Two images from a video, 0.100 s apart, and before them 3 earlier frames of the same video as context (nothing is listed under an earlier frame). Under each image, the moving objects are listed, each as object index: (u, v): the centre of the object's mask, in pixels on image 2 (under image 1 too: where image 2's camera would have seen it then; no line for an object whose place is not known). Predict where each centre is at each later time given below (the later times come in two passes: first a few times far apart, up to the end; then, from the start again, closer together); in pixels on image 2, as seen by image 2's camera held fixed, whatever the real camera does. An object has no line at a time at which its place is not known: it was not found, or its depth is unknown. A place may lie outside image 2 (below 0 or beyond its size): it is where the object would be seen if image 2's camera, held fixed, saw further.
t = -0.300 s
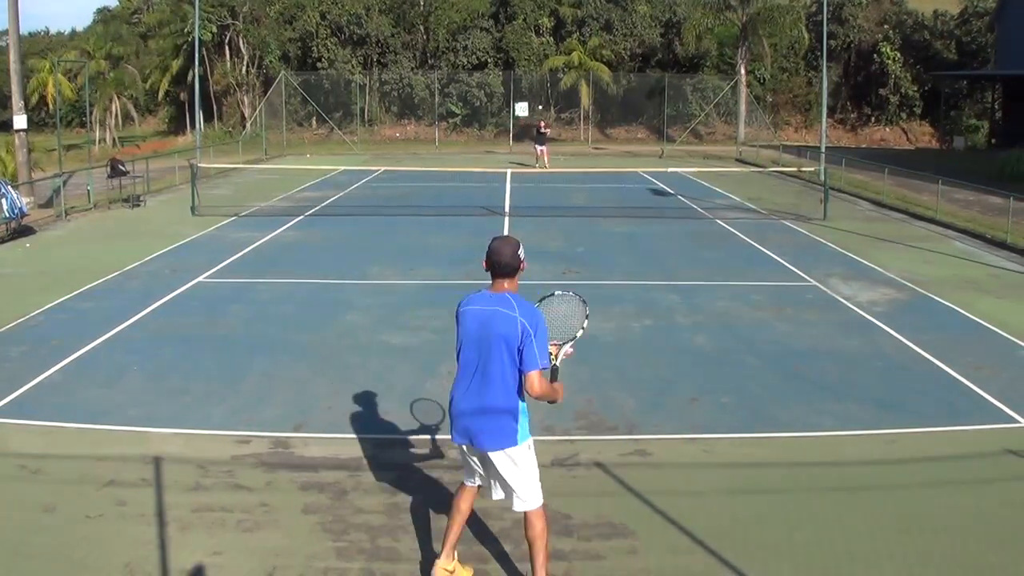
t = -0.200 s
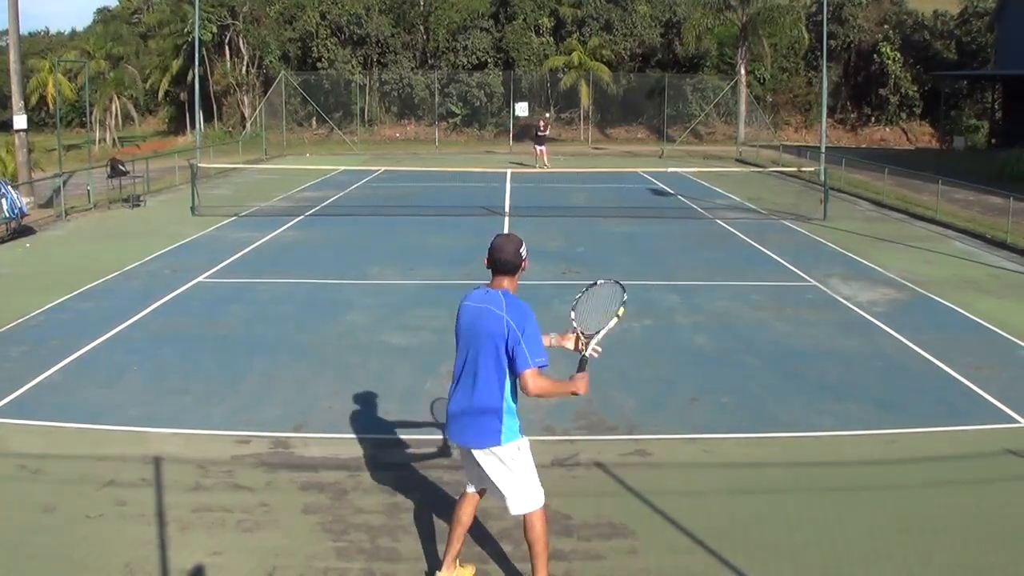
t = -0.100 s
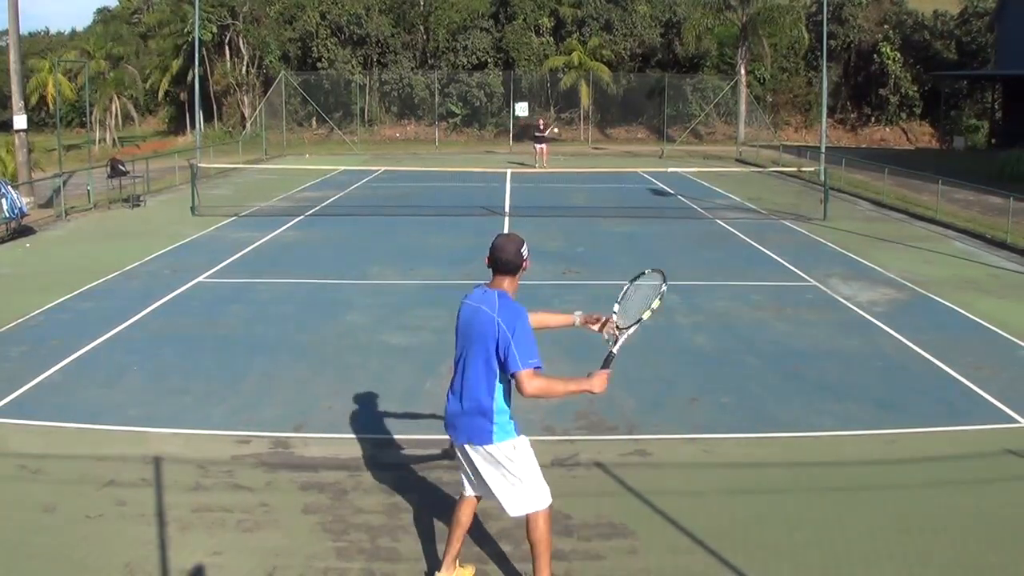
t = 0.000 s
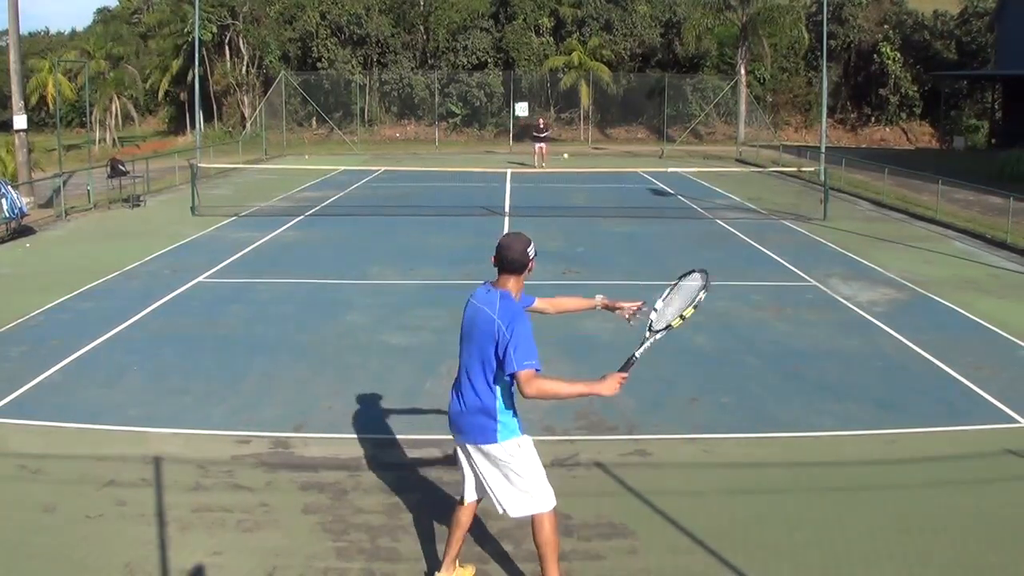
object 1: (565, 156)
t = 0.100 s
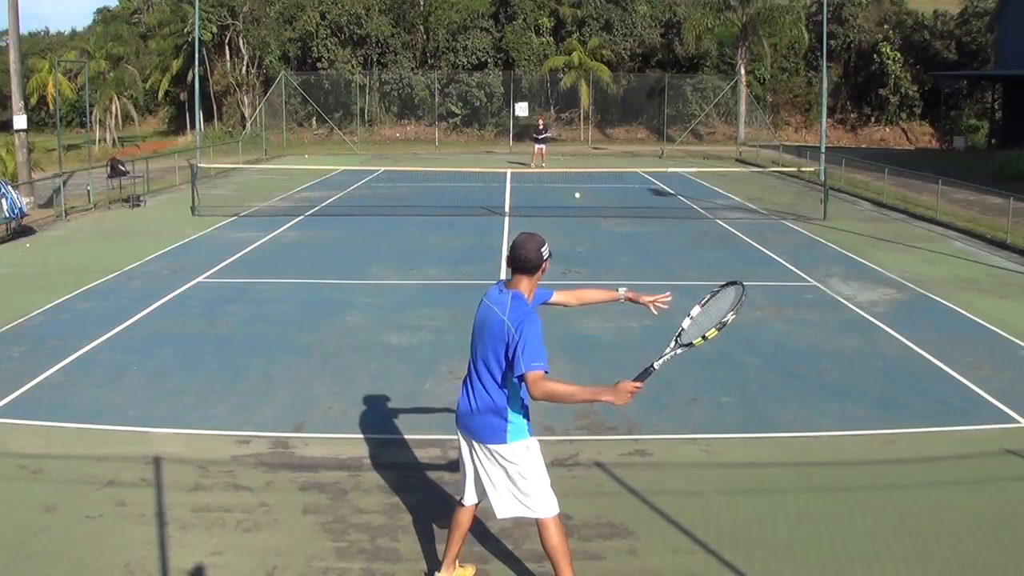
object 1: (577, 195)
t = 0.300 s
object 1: (607, 325)
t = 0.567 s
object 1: (668, 265)
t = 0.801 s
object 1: (765, 287)
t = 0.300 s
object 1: (607, 325)
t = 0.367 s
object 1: (619, 305)
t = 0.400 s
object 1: (626, 296)
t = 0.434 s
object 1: (633, 288)
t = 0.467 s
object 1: (641, 281)
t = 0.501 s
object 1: (649, 275)
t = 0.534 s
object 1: (658, 269)
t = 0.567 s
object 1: (668, 265)
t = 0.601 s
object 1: (678, 263)
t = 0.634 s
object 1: (690, 261)
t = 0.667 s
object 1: (702, 262)
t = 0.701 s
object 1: (716, 264)
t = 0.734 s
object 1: (731, 269)
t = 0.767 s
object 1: (747, 276)
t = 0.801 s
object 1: (765, 287)
